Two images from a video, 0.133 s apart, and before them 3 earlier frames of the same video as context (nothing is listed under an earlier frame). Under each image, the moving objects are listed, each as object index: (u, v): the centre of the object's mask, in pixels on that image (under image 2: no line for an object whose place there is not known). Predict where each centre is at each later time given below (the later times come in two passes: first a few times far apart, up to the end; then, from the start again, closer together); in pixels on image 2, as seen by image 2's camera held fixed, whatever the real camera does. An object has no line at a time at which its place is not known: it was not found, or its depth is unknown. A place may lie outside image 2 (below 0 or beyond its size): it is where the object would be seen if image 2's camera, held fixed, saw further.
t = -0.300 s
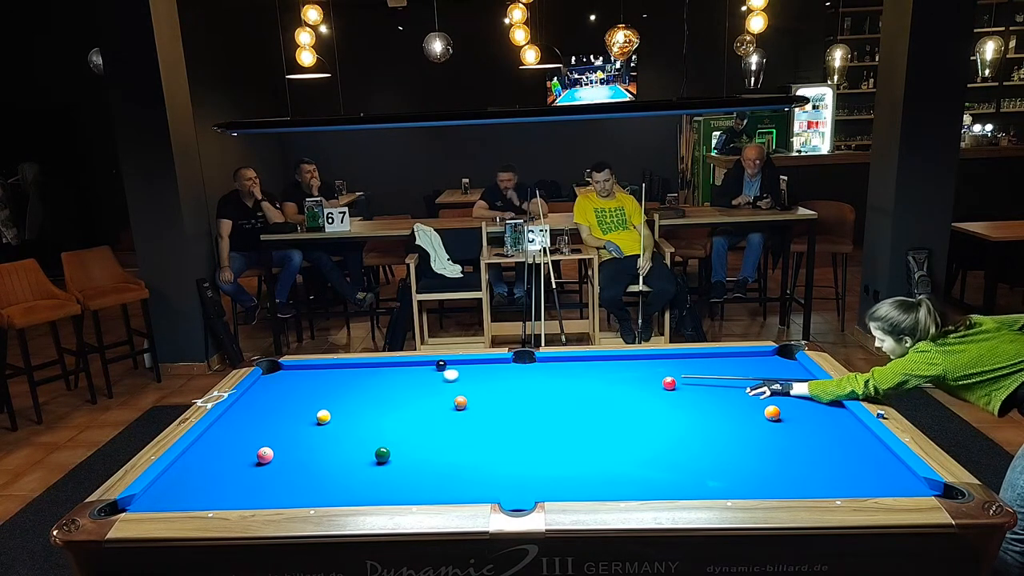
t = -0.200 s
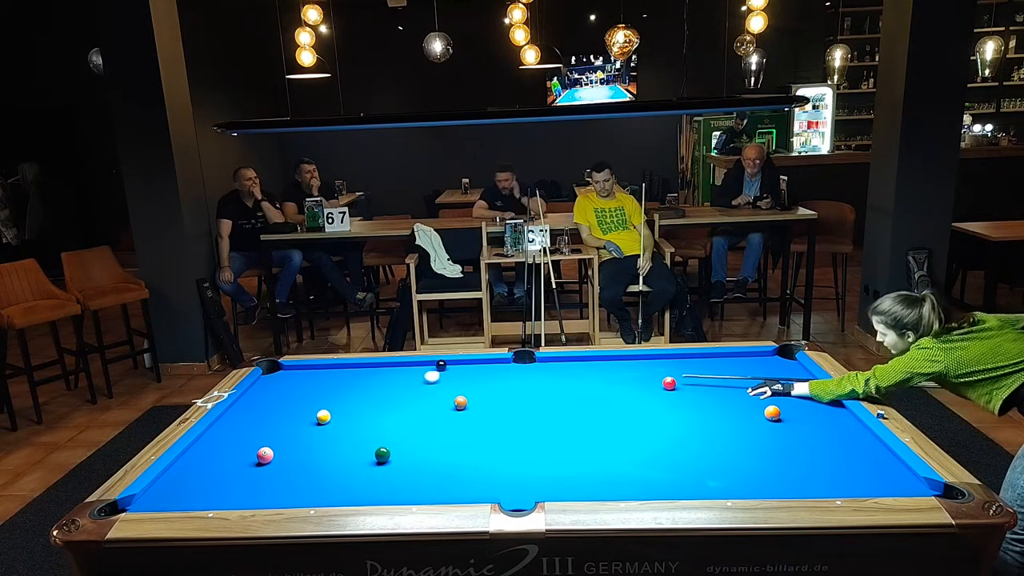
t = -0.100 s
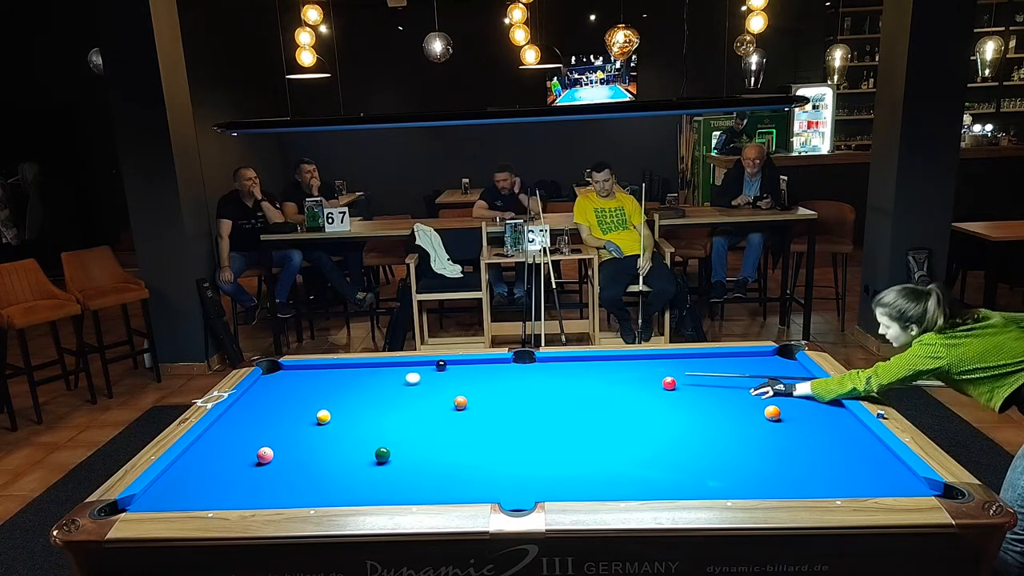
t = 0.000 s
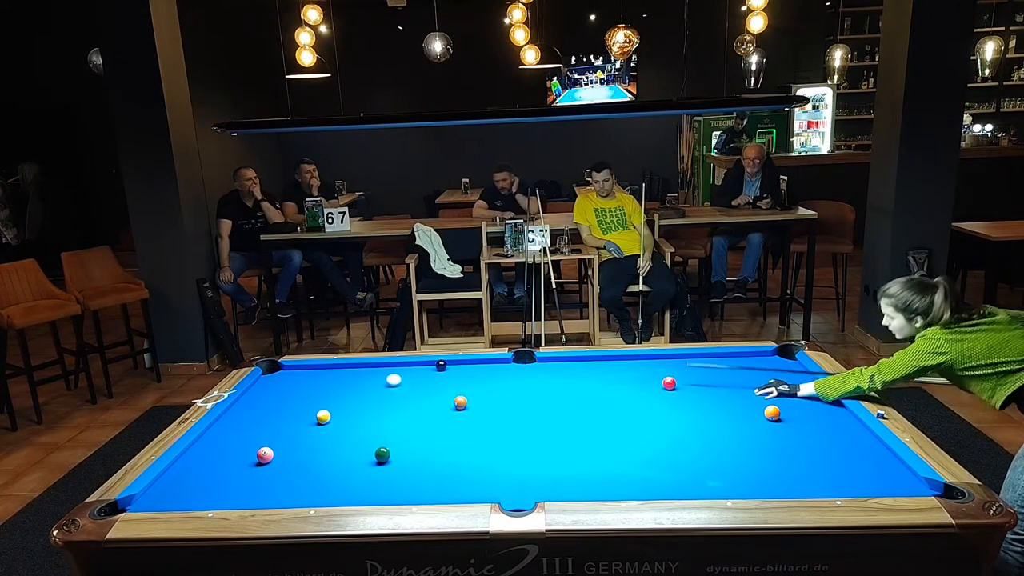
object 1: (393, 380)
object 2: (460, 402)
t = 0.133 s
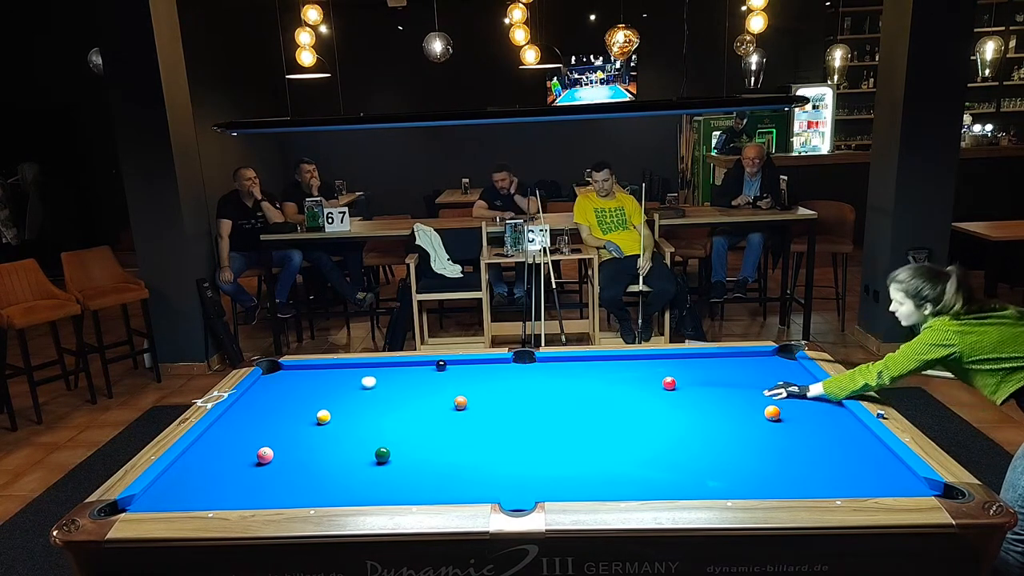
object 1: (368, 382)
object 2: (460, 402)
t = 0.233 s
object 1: (350, 384)
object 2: (460, 402)
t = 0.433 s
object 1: (312, 387)
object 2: (460, 402)
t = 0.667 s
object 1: (269, 390)
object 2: (460, 402)
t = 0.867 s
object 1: (256, 393)
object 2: (460, 402)
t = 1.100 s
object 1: (277, 394)
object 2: (460, 402)
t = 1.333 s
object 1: (298, 395)
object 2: (460, 402)
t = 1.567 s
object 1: (319, 396)
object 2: (460, 402)
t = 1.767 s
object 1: (335, 397)
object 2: (460, 402)
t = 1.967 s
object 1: (352, 398)
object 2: (460, 402)
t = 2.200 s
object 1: (370, 399)
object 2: (460, 402)
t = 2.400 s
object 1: (386, 400)
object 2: (460, 402)
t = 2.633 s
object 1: (402, 401)
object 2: (460, 402)
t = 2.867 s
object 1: (419, 402)
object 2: (460, 402)
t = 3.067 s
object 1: (432, 402)
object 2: (460, 402)
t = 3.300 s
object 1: (446, 403)
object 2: (460, 402)
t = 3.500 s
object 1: (449, 405)
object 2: (468, 402)
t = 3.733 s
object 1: (451, 406)
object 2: (475, 401)
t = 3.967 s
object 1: (453, 407)
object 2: (482, 401)
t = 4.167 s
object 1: (454, 407)
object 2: (487, 401)
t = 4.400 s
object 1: (455, 408)
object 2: (491, 401)
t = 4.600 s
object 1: (455, 408)
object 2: (494, 401)
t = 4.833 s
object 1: (455, 408)
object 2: (497, 401)
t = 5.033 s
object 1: (454, 408)
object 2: (498, 401)
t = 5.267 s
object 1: (454, 408)
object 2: (498, 401)
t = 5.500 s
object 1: (454, 408)
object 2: (498, 401)
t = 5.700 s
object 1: (454, 408)
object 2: (498, 401)
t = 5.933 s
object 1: (454, 408)
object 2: (498, 401)
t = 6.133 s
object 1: (454, 408)
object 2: (498, 401)
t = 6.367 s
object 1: (454, 408)
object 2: (498, 401)
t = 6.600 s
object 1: (454, 408)
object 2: (498, 401)
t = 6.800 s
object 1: (454, 408)
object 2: (498, 401)
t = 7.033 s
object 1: (454, 408)
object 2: (498, 401)
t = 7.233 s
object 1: (454, 408)
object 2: (498, 401)
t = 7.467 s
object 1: (454, 408)
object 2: (498, 401)
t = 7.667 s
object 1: (454, 408)
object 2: (498, 401)
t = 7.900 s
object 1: (454, 408)
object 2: (498, 401)
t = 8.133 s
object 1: (454, 408)
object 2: (498, 401)
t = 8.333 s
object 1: (454, 408)
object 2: (498, 401)
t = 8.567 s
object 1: (454, 408)
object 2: (498, 401)
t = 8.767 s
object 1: (454, 408)
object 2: (498, 401)
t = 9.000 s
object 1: (455, 408)
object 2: (498, 401)
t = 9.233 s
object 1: (454, 408)
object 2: (498, 401)
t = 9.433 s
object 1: (454, 408)
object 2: (498, 401)
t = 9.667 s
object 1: (454, 408)
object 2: (498, 401)
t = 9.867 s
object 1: (454, 408)
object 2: (498, 401)
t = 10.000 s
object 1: (454, 408)
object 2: (498, 401)
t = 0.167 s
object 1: (362, 383)
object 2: (460, 402)
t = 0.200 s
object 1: (356, 383)
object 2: (460, 402)
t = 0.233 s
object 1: (350, 384)
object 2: (460, 402)
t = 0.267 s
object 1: (343, 384)
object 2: (460, 402)
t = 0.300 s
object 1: (337, 385)
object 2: (460, 402)
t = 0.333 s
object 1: (331, 385)
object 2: (460, 402)
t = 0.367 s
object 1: (325, 386)
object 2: (460, 402)
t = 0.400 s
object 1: (318, 386)
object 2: (460, 402)
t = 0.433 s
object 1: (312, 387)
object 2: (460, 402)
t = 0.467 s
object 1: (306, 387)
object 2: (460, 402)
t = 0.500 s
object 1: (300, 388)
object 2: (460, 402)
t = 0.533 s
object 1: (294, 388)
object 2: (460, 402)
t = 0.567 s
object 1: (288, 389)
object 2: (460, 402)
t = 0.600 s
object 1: (282, 389)
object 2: (460, 402)
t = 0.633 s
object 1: (275, 390)
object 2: (460, 402)
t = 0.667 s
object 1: (269, 390)
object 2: (460, 402)
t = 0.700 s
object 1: (263, 391)
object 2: (460, 402)
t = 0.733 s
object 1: (257, 391)
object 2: (460, 402)
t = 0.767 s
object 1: (251, 392)
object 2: (460, 402)
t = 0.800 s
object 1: (249, 393)
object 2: (460, 402)
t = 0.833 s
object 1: (252, 393)
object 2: (460, 402)
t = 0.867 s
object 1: (256, 393)
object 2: (460, 402)
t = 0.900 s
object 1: (259, 393)
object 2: (460, 402)
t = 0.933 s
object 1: (262, 393)
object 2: (460, 402)
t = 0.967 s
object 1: (265, 393)
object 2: (460, 402)
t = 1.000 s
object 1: (268, 393)
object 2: (460, 402)
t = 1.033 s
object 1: (271, 394)
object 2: (460, 402)
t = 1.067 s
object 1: (274, 394)
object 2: (460, 402)
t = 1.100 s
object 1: (277, 394)
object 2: (460, 402)
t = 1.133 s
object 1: (281, 394)
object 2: (460, 402)
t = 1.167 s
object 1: (284, 394)
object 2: (460, 402)
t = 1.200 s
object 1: (287, 394)
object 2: (460, 402)
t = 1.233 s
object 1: (290, 394)
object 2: (460, 402)
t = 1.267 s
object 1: (293, 394)
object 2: (460, 402)
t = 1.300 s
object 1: (296, 395)
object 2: (460, 402)
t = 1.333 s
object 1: (298, 395)
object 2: (460, 402)
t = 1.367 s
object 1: (301, 395)
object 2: (460, 402)
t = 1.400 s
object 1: (305, 395)
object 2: (460, 402)
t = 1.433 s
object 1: (307, 395)
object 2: (460, 402)
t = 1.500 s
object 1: (313, 396)
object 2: (460, 402)
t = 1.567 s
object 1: (319, 396)
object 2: (460, 402)
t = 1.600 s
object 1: (322, 396)
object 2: (460, 402)
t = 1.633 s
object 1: (324, 396)
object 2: (460, 402)
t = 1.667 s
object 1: (327, 396)
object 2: (460, 402)
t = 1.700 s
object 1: (330, 397)
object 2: (460, 402)
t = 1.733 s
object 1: (333, 397)
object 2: (460, 402)
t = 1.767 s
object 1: (335, 397)
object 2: (460, 402)
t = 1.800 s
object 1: (338, 397)
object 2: (460, 402)
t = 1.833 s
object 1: (341, 397)
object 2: (460, 402)
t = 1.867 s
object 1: (344, 397)
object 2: (460, 402)
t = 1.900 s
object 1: (347, 397)
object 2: (460, 402)
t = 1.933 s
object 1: (349, 398)
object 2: (460, 402)
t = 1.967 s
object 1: (352, 398)
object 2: (460, 402)
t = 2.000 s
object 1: (355, 398)
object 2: (460, 402)
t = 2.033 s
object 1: (357, 398)
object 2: (460, 402)
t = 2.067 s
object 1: (360, 398)
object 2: (460, 402)
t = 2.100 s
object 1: (362, 398)
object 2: (460, 402)
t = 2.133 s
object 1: (365, 398)
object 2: (460, 402)
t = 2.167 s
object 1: (368, 399)
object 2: (460, 402)
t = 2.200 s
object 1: (370, 399)
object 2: (460, 402)
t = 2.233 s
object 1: (373, 399)
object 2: (460, 402)
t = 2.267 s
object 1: (375, 399)
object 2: (460, 402)
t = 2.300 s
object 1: (378, 399)
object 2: (460, 402)
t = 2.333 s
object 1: (381, 399)
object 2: (460, 402)
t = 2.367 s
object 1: (383, 399)
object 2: (460, 402)
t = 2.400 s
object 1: (386, 400)
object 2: (460, 402)
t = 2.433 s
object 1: (388, 400)
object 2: (460, 402)
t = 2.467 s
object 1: (390, 400)
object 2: (460, 402)
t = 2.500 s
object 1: (393, 400)
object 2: (460, 402)
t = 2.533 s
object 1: (395, 400)
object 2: (460, 402)
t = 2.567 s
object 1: (398, 400)
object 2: (460, 402)
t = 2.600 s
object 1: (400, 400)
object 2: (460, 402)
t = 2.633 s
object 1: (402, 401)
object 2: (460, 402)
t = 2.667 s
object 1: (405, 401)
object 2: (460, 402)
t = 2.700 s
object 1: (407, 401)
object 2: (460, 402)
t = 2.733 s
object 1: (409, 401)
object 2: (460, 402)
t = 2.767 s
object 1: (412, 401)
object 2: (460, 402)
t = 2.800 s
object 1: (414, 401)
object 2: (460, 402)
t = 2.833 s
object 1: (416, 402)
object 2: (460, 402)
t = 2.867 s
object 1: (419, 402)
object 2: (460, 402)
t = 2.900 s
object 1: (421, 402)
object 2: (460, 402)
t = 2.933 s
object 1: (423, 402)
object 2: (460, 402)
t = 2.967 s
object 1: (425, 402)
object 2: (460, 402)
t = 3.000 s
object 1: (427, 402)
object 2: (460, 402)
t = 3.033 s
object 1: (429, 402)
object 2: (460, 402)
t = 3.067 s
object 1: (432, 402)
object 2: (460, 402)
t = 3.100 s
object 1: (434, 403)
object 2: (460, 402)
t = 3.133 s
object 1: (436, 403)
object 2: (460, 402)
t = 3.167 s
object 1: (438, 403)
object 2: (460, 402)
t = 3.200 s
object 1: (440, 403)
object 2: (460, 402)
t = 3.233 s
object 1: (442, 403)
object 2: (460, 402)
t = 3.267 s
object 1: (444, 403)
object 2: (460, 402)
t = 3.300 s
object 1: (446, 403)
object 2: (460, 402)
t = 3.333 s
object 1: (447, 404)
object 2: (461, 402)
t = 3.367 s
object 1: (447, 404)
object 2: (463, 402)
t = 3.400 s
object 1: (447, 404)
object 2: (464, 402)
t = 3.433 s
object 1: (448, 404)
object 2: (465, 402)
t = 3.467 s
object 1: (448, 404)
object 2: (467, 402)
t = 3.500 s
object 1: (449, 405)
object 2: (468, 402)
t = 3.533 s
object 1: (449, 405)
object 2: (469, 402)
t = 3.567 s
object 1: (449, 405)
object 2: (470, 402)
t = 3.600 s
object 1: (450, 405)
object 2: (471, 401)
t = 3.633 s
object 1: (450, 405)
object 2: (472, 401)
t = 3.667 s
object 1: (450, 405)
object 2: (473, 401)
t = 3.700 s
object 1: (451, 406)
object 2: (474, 401)
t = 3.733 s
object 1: (451, 406)
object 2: (475, 401)
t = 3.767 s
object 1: (451, 406)
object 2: (476, 401)
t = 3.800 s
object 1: (452, 406)
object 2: (477, 401)
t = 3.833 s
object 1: (452, 406)
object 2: (478, 401)
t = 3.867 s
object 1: (452, 406)
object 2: (479, 401)
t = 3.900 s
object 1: (452, 406)
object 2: (480, 401)
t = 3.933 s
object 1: (453, 407)
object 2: (481, 401)
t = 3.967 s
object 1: (453, 407)
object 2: (482, 401)
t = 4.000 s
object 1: (453, 407)
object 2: (483, 401)
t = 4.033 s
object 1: (453, 407)
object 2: (483, 401)
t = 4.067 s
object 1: (453, 407)
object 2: (484, 401)
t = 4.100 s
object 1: (454, 407)
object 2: (485, 401)
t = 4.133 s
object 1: (454, 407)
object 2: (486, 401)
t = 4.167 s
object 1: (454, 407)
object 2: (487, 401)
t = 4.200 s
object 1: (454, 407)
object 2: (487, 401)
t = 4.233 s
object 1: (454, 407)
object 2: (488, 401)
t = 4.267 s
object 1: (454, 407)
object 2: (489, 401)
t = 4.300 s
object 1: (454, 408)
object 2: (489, 401)
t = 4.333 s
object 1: (454, 408)
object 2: (490, 401)
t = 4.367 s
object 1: (454, 408)
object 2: (491, 401)
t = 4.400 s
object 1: (455, 408)
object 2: (491, 401)
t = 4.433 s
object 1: (455, 408)
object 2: (492, 401)
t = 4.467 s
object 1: (455, 408)
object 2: (492, 401)
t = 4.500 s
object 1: (455, 408)
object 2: (493, 401)
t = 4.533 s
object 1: (455, 408)
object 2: (493, 401)
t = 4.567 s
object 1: (455, 408)
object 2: (494, 401)
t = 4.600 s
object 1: (455, 408)
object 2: (494, 401)
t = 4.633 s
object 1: (455, 408)
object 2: (495, 401)
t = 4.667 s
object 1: (455, 408)
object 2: (495, 401)
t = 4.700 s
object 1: (455, 408)
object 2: (495, 401)
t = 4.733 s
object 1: (455, 408)
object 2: (495, 401)
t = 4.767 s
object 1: (455, 408)
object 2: (496, 401)
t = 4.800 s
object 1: (455, 408)
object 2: (496, 401)
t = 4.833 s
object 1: (455, 408)
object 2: (497, 401)
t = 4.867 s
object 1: (455, 408)
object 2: (497, 401)
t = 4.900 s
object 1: (455, 408)
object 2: (497, 401)
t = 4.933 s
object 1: (454, 408)
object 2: (497, 401)
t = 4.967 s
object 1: (454, 408)
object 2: (497, 401)
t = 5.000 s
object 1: (455, 408)
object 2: (498, 401)
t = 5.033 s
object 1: (454, 408)
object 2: (498, 401)
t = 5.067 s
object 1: (454, 408)
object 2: (498, 401)
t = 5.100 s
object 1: (455, 408)
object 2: (498, 401)
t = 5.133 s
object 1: (455, 408)
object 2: (498, 401)
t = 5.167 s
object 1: (454, 408)
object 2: (498, 401)
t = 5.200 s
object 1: (454, 408)
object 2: (498, 401)
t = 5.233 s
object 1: (454, 408)
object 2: (498, 401)
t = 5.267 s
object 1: (454, 408)
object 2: (498, 401)
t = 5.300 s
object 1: (454, 408)
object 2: (498, 401)
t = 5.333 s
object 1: (454, 408)
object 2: (498, 401)
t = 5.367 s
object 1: (454, 408)
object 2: (498, 401)
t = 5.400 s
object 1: (454, 408)
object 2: (498, 401)
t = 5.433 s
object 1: (454, 408)
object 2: (498, 401)
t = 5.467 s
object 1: (454, 408)
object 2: (498, 401)
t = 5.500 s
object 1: (454, 408)
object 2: (498, 401)
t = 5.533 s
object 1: (454, 408)
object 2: (498, 401)
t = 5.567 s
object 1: (454, 408)
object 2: (498, 401)
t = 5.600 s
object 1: (454, 408)
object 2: (498, 401)
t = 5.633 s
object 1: (454, 408)
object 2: (498, 401)
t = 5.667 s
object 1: (454, 408)
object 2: (498, 401)
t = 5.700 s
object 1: (454, 408)
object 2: (498, 401)
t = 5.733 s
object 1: (454, 408)
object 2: (498, 401)
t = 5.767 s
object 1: (454, 408)
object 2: (498, 401)
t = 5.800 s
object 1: (454, 408)
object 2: (498, 401)
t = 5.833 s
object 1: (454, 408)
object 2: (498, 401)
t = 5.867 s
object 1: (454, 408)
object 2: (498, 401)
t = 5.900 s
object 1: (454, 408)
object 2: (498, 401)
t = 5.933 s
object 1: (454, 408)
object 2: (498, 401)
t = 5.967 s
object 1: (455, 408)
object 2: (498, 401)
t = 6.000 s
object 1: (454, 408)
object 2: (498, 401)
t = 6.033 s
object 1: (454, 408)
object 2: (498, 401)
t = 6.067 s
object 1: (454, 408)
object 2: (498, 401)
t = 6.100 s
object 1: (454, 408)
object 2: (498, 401)
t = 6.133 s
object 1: (454, 408)
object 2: (498, 401)
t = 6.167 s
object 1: (454, 408)
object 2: (498, 401)
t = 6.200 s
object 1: (454, 408)
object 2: (498, 401)
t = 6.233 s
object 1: (454, 408)
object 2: (498, 401)
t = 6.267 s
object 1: (454, 408)
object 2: (498, 401)
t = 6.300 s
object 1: (454, 408)
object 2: (498, 401)
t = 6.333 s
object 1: (454, 408)
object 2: (498, 401)
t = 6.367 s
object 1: (454, 408)
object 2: (498, 401)
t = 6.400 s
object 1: (454, 408)
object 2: (498, 401)
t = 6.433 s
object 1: (454, 408)
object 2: (498, 401)
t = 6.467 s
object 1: (454, 408)
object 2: (498, 401)
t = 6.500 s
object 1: (454, 408)
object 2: (498, 401)
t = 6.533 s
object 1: (454, 408)
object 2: (498, 401)
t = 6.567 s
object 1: (454, 408)
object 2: (498, 401)
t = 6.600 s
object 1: (454, 408)
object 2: (498, 401)
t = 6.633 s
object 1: (454, 408)
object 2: (498, 401)
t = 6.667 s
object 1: (454, 408)
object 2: (498, 401)
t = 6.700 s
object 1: (454, 408)
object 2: (498, 401)
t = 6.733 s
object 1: (454, 408)
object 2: (498, 401)
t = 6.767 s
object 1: (454, 408)
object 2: (498, 401)
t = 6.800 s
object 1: (454, 408)
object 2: (498, 401)
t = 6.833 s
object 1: (454, 408)
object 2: (498, 401)
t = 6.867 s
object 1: (454, 408)
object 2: (498, 401)
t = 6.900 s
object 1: (454, 408)
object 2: (498, 401)
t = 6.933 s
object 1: (454, 408)
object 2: (498, 401)
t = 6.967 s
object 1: (454, 408)
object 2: (498, 401)
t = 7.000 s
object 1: (454, 408)
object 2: (498, 401)
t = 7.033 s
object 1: (454, 408)
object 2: (498, 401)
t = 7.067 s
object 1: (454, 408)
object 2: (498, 401)
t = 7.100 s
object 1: (454, 408)
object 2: (498, 401)
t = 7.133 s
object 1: (454, 408)
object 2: (498, 401)
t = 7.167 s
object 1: (454, 408)
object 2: (498, 401)
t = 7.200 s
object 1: (454, 408)
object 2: (498, 401)
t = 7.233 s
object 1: (454, 408)
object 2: (498, 401)
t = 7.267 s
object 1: (454, 408)
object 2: (498, 401)
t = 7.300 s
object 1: (454, 408)
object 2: (498, 401)
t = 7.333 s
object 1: (454, 408)
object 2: (498, 401)
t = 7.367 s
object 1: (454, 408)
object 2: (498, 401)
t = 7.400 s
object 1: (454, 408)
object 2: (498, 401)
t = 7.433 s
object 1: (454, 408)
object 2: (498, 401)
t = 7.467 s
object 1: (454, 408)
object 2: (498, 401)
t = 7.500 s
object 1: (454, 408)
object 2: (498, 401)
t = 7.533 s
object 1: (454, 408)
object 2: (498, 401)
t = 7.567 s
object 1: (454, 408)
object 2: (498, 401)
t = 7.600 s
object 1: (454, 408)
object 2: (498, 401)
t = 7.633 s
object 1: (454, 408)
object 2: (498, 401)
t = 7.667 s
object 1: (454, 408)
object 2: (498, 401)
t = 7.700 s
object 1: (454, 408)
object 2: (498, 401)
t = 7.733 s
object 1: (454, 408)
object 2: (498, 401)
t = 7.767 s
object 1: (454, 408)
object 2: (498, 401)
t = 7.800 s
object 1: (454, 408)
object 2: (498, 401)
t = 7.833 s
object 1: (454, 408)
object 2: (498, 401)
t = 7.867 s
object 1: (454, 408)
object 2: (498, 401)
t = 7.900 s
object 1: (454, 408)
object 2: (498, 401)
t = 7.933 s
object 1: (454, 408)
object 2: (498, 401)
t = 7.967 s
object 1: (454, 408)
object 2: (498, 401)
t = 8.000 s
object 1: (454, 408)
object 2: (498, 401)
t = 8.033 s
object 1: (454, 408)
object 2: (498, 401)
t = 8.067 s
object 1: (454, 408)
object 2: (498, 401)
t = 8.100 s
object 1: (454, 408)
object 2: (498, 401)
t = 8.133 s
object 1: (454, 408)
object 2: (498, 401)
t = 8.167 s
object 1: (454, 408)
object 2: (498, 401)
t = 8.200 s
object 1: (454, 408)
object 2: (498, 401)
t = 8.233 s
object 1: (454, 408)
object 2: (498, 401)
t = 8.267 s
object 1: (454, 408)
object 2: (498, 401)
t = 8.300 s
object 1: (454, 408)
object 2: (498, 401)
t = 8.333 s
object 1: (454, 408)
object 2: (498, 401)
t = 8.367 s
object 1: (454, 408)
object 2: (498, 401)
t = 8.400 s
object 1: (454, 408)
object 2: (498, 401)
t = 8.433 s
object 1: (454, 408)
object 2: (498, 401)
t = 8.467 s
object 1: (454, 408)
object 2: (498, 401)
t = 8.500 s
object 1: (454, 408)
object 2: (498, 401)
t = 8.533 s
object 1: (454, 408)
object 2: (498, 401)
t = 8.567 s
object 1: (454, 408)
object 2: (498, 401)
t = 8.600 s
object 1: (454, 408)
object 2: (498, 401)
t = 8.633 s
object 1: (454, 408)
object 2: (498, 401)
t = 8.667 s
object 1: (454, 408)
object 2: (498, 401)
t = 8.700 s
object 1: (454, 408)
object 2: (498, 401)
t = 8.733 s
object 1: (454, 408)
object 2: (498, 401)
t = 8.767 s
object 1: (454, 408)
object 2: (498, 401)
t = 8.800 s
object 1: (454, 408)
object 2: (498, 401)
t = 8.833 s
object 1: (454, 408)
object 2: (498, 401)
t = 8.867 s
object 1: (454, 408)
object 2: (498, 401)
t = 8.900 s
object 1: (454, 408)
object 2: (498, 401)
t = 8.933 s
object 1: (455, 408)
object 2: (498, 401)
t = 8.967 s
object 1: (455, 408)
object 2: (498, 401)
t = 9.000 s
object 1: (455, 408)
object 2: (498, 401)
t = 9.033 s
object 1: (454, 408)
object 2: (498, 401)
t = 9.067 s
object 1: (454, 408)
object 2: (498, 401)
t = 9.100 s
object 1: (454, 408)
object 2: (498, 401)
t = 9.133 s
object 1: (454, 408)
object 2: (498, 401)
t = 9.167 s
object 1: (454, 408)
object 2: (498, 401)
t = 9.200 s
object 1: (454, 408)
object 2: (498, 401)
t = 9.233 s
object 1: (454, 408)
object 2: (498, 401)
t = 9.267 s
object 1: (454, 408)
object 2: (498, 401)
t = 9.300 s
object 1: (454, 408)
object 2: (498, 401)
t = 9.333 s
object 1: (454, 408)
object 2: (498, 401)
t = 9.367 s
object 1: (454, 408)
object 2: (498, 401)
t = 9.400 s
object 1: (454, 408)
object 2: (498, 401)
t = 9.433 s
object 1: (454, 408)
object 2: (498, 401)
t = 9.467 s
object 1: (454, 408)
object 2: (498, 401)
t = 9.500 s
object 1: (454, 408)
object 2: (498, 401)
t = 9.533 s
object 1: (454, 408)
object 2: (498, 401)
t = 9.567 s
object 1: (455, 408)
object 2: (498, 401)
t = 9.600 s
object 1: (455, 408)
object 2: (498, 401)
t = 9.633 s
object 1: (455, 408)
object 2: (498, 401)
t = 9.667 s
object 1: (454, 408)
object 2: (498, 401)
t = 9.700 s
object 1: (454, 408)
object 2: (498, 401)
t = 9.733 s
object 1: (454, 408)
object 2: (498, 401)
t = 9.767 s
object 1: (455, 408)
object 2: (498, 401)
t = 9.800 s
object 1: (454, 408)
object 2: (498, 401)
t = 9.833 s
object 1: (455, 408)
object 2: (498, 401)
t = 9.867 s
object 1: (454, 408)
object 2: (498, 401)
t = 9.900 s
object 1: (454, 408)
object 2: (498, 401)
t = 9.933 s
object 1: (454, 408)
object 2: (498, 401)
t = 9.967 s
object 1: (454, 408)
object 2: (498, 401)
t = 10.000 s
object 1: (454, 408)
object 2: (498, 401)
